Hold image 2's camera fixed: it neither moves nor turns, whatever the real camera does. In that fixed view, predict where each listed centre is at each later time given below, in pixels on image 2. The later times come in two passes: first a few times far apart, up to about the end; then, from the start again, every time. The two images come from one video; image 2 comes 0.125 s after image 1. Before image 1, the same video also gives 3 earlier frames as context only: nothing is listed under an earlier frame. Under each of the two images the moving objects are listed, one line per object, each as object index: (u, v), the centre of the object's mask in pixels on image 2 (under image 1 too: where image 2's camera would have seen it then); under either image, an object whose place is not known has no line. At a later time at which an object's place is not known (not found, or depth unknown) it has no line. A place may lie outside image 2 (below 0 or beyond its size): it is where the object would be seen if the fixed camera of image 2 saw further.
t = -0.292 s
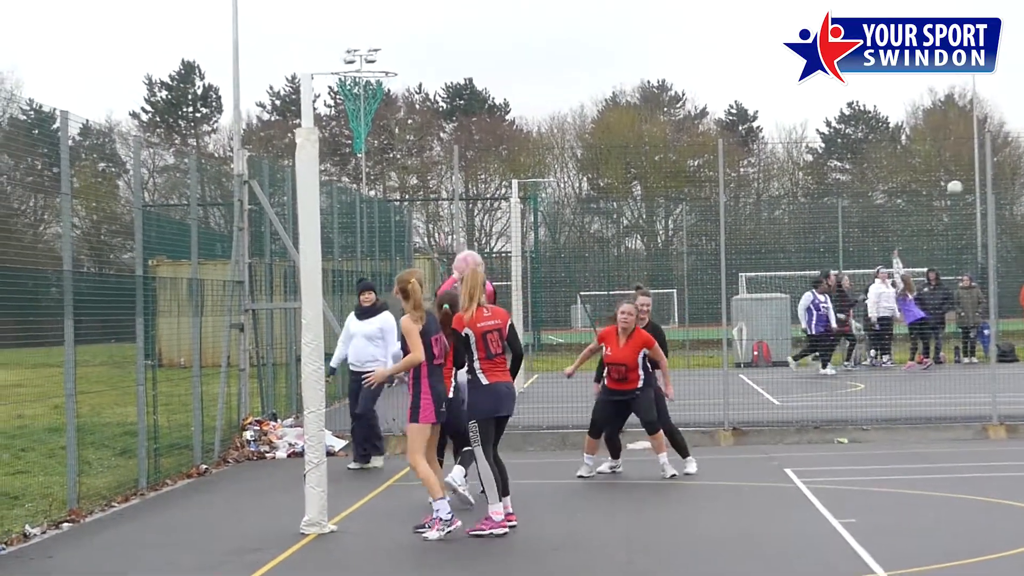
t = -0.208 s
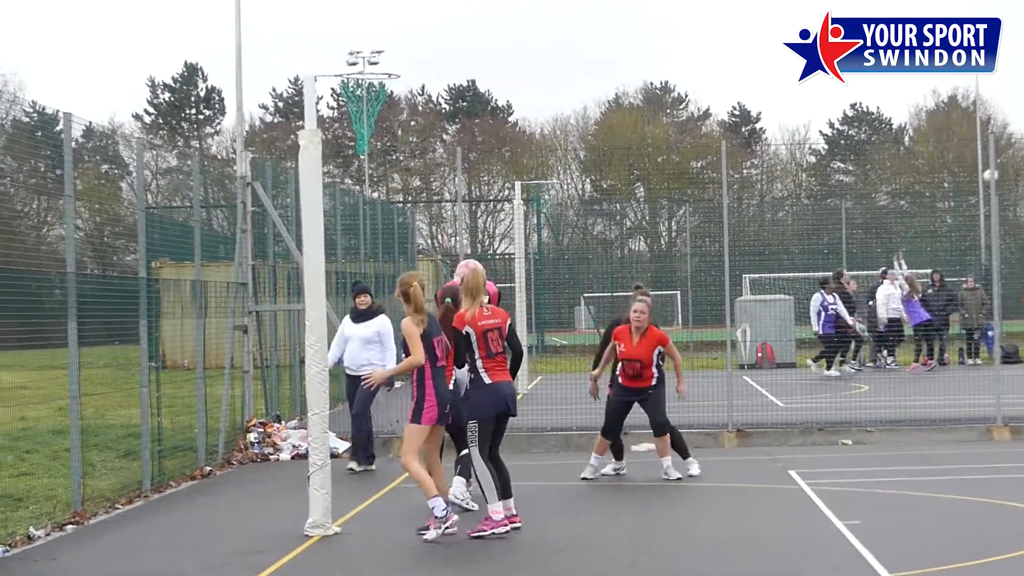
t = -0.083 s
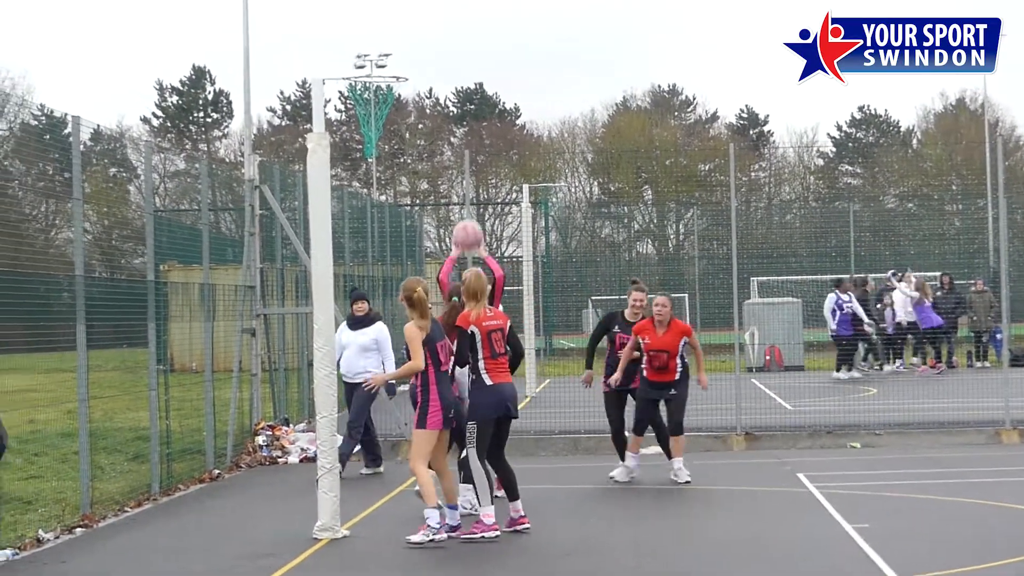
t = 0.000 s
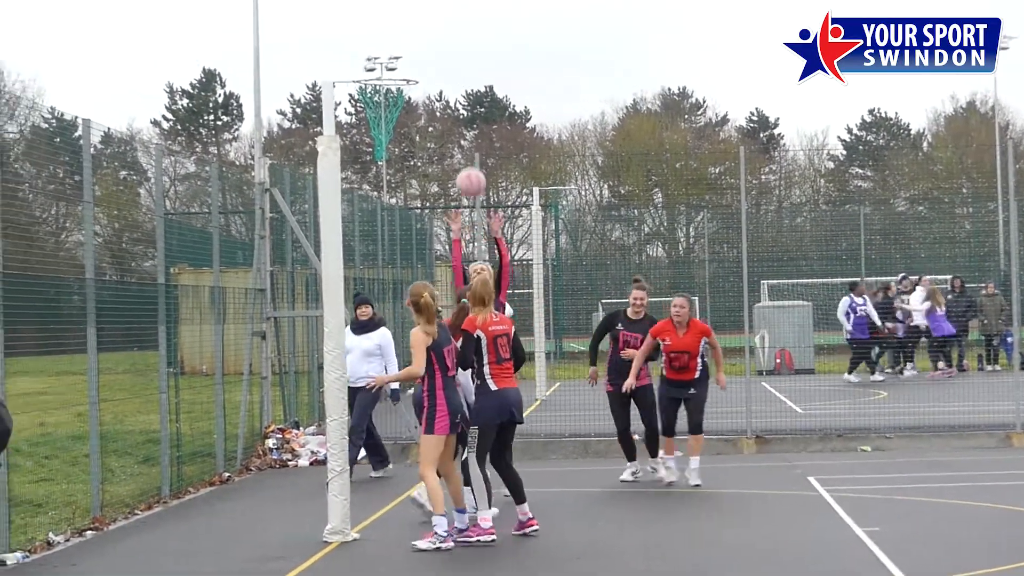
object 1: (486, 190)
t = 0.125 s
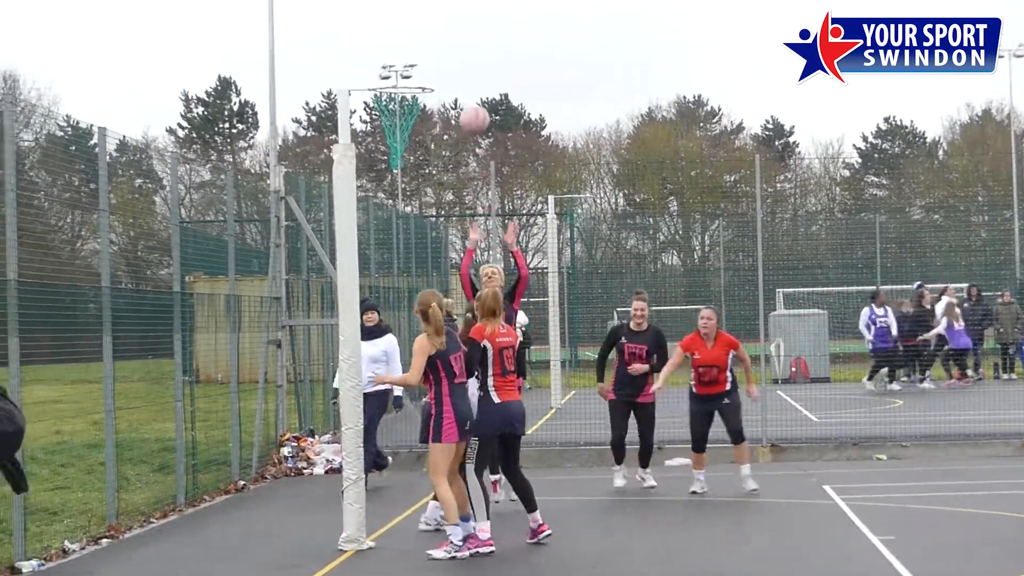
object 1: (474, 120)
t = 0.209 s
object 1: (466, 82)
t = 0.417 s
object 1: (444, 21)
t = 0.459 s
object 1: (439, 15)
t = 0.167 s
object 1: (470, 100)
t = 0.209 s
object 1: (466, 82)
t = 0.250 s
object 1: (462, 66)
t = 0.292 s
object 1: (457, 52)
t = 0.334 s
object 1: (453, 40)
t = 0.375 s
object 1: (448, 30)
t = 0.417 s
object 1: (444, 21)
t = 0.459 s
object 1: (439, 15)
